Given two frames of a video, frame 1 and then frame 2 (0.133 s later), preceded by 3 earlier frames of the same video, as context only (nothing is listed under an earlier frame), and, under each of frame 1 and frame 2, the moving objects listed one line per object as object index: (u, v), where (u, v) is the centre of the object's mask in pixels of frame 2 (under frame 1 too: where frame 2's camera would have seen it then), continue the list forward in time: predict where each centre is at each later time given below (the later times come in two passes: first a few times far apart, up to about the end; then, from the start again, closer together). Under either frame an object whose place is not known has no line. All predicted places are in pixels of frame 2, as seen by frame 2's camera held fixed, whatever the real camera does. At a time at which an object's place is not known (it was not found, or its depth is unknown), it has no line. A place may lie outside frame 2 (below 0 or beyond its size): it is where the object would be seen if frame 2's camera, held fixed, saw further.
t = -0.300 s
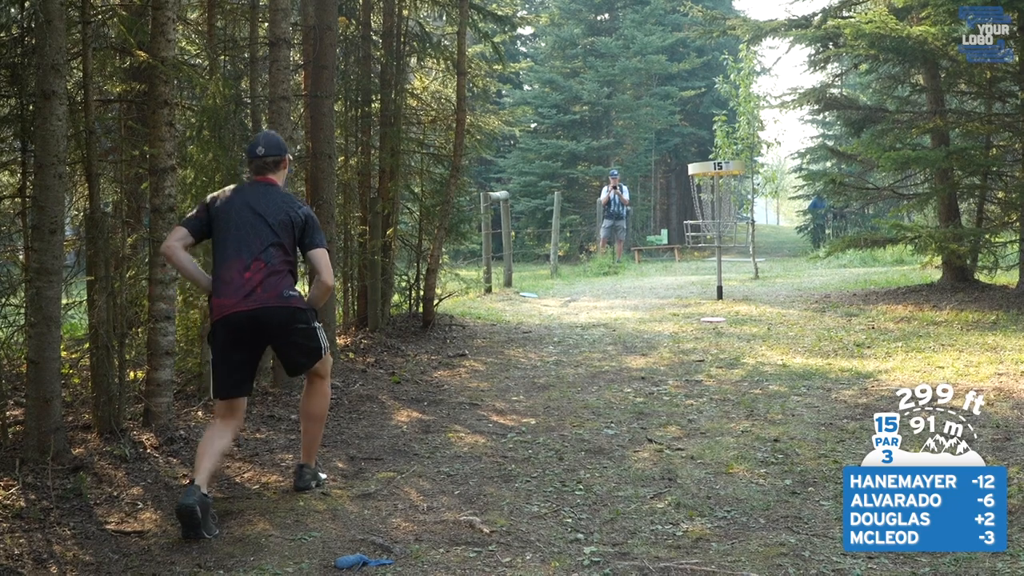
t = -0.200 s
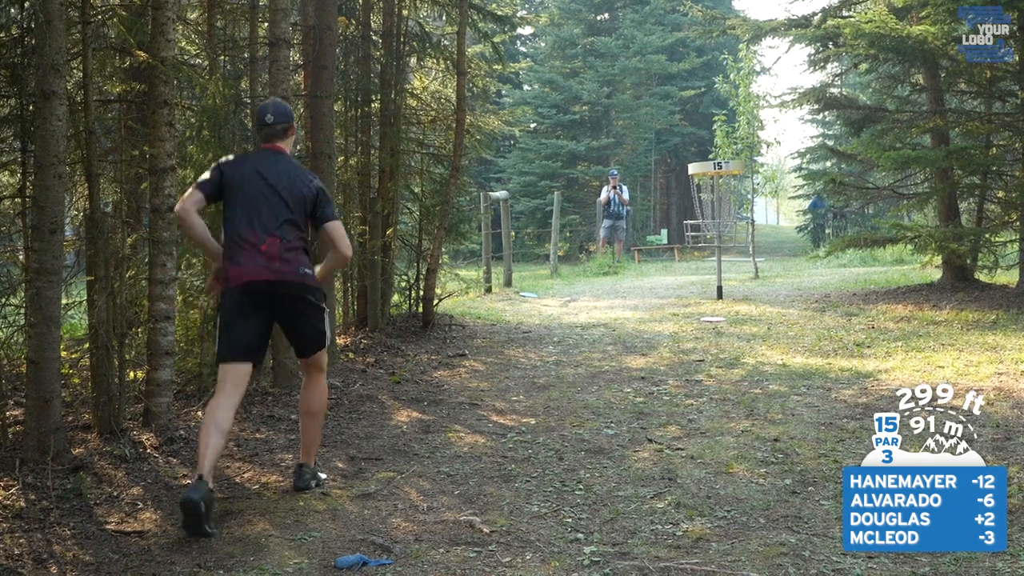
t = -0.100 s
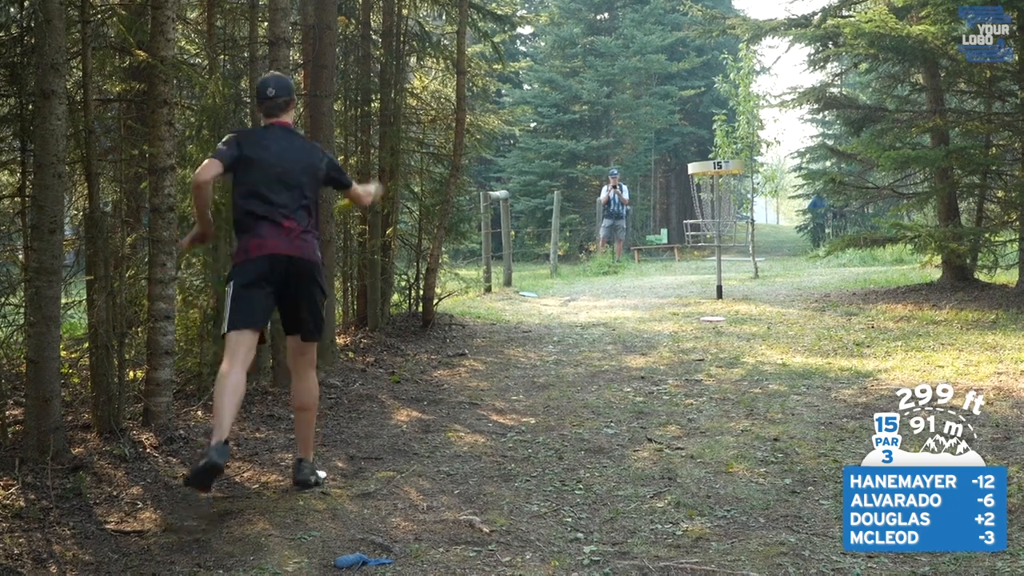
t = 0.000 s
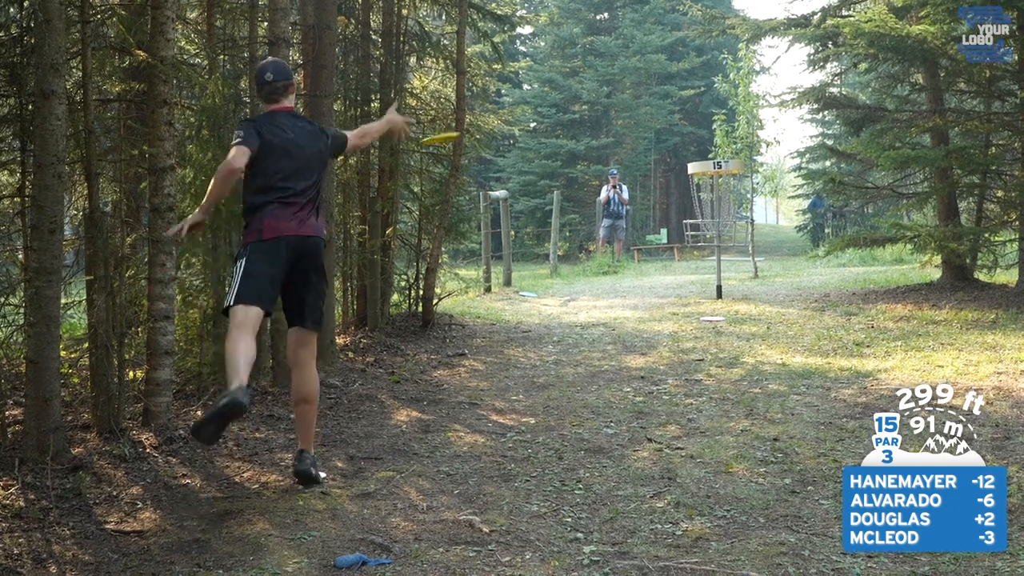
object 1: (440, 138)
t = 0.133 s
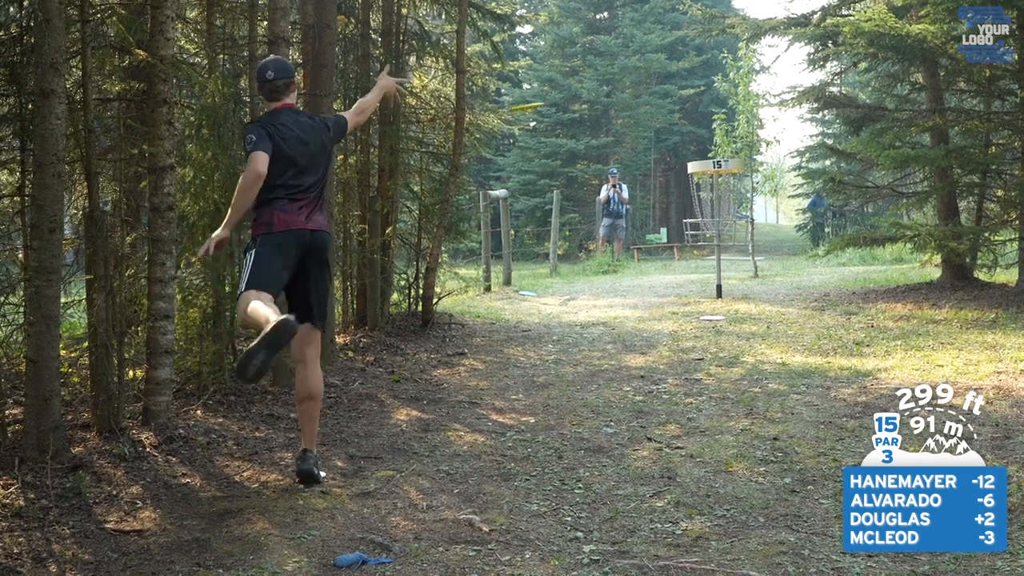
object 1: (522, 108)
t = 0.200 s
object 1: (559, 106)
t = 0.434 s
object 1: (649, 140)
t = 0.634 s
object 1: (701, 184)
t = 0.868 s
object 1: (713, 208)
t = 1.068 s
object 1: (710, 220)
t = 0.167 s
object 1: (541, 106)
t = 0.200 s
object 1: (559, 106)
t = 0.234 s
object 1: (574, 109)
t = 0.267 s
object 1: (589, 111)
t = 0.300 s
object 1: (603, 116)
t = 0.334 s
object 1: (616, 121)
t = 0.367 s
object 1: (627, 126)
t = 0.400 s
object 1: (639, 132)
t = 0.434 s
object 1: (649, 140)
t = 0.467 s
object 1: (659, 146)
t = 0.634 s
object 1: (701, 184)
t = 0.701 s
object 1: (712, 200)
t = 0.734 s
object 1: (716, 204)
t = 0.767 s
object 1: (716, 206)
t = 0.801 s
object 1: (716, 207)
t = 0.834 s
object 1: (714, 207)
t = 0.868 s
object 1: (713, 208)
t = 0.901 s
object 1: (710, 210)
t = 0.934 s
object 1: (709, 212)
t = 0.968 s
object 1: (709, 215)
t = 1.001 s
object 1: (708, 217)
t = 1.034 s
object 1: (709, 219)
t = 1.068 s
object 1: (710, 220)
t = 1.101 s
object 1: (711, 220)
